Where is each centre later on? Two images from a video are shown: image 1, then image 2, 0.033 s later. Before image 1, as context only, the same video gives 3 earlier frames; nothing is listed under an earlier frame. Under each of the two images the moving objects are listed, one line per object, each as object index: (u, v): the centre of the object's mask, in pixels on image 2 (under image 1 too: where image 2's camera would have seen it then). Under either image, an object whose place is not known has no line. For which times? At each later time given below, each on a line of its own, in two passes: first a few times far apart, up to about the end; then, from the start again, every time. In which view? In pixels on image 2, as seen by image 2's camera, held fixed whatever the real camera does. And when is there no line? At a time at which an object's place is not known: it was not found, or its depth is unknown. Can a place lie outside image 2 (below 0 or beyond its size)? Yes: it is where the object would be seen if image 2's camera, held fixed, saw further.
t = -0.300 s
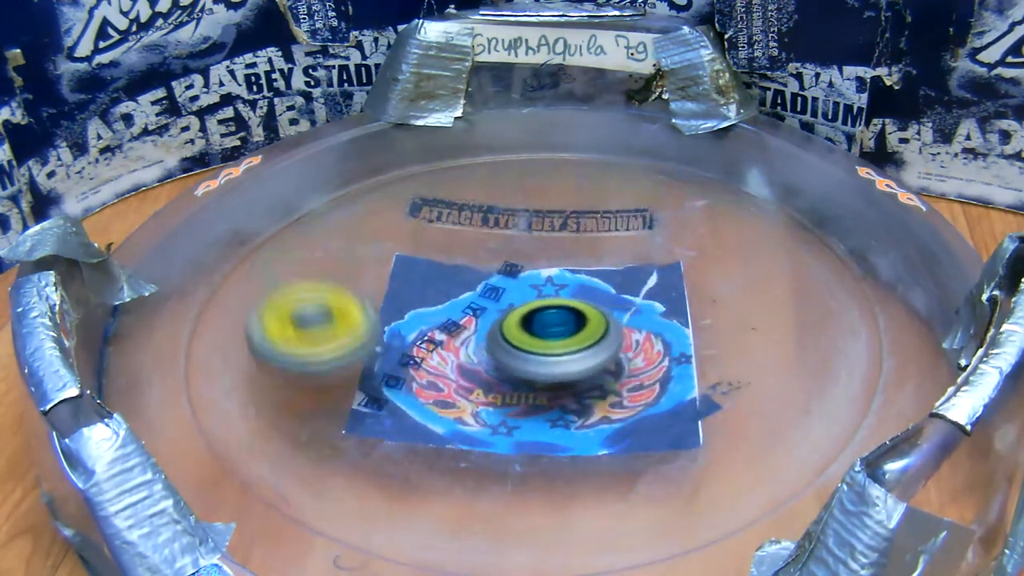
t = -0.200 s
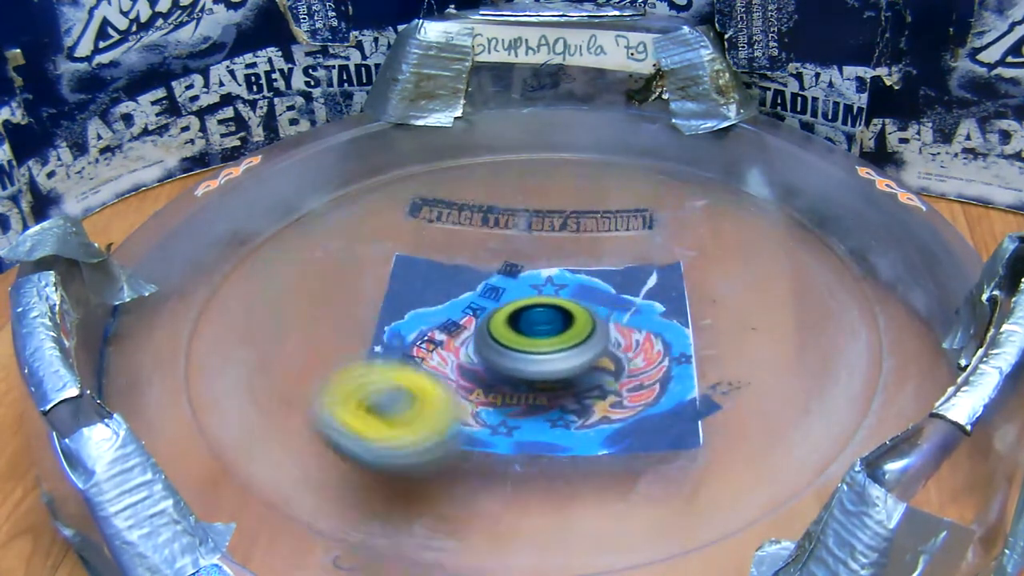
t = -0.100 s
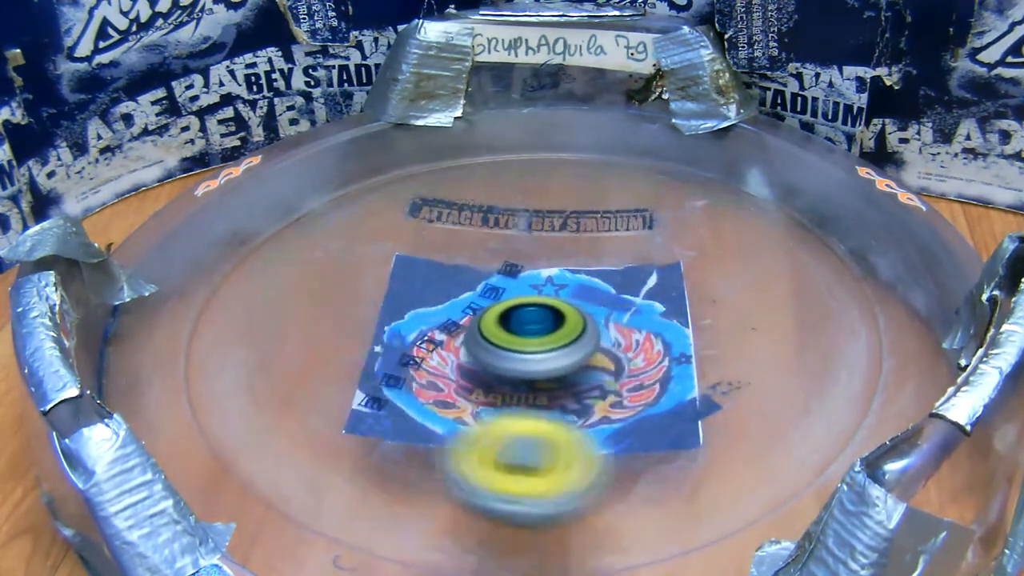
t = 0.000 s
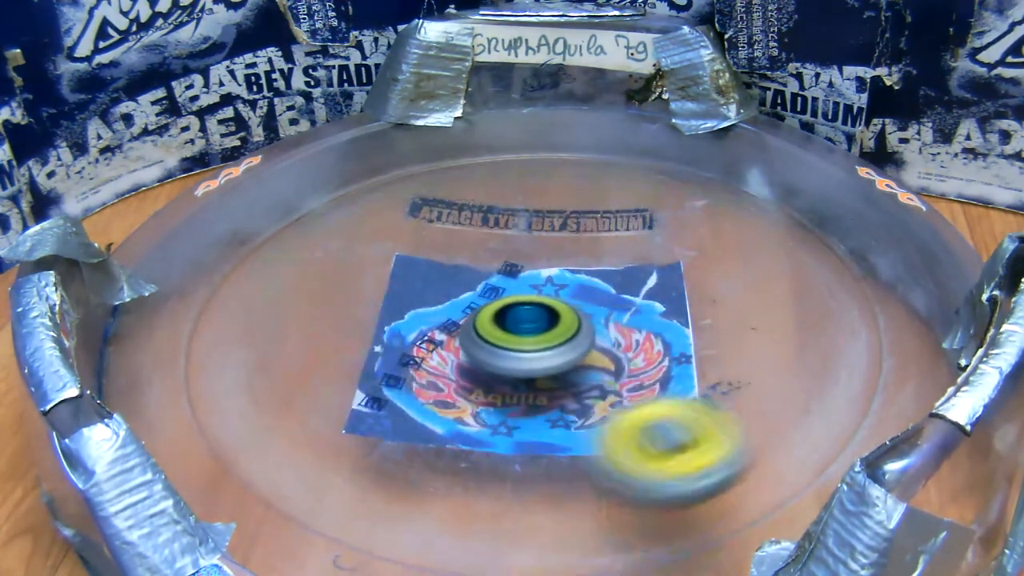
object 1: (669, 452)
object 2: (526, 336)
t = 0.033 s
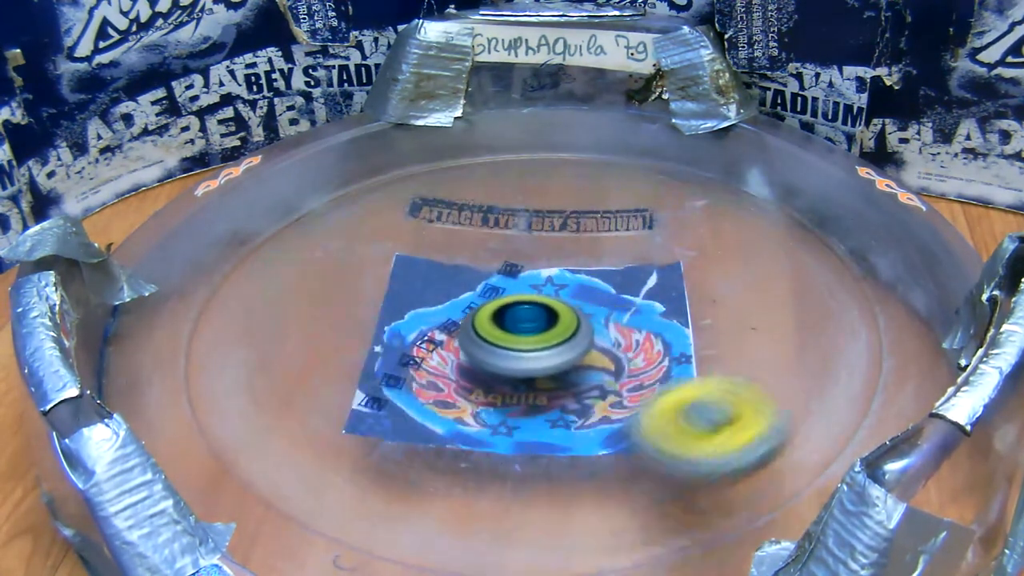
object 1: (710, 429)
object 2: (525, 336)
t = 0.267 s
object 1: (736, 236)
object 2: (515, 327)
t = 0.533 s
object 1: (413, 202)
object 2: (506, 316)
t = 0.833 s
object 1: (406, 411)
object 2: (501, 305)
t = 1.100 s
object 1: (751, 342)
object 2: (513, 300)
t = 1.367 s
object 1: (598, 177)
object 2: (530, 289)
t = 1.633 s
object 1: (322, 268)
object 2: (533, 288)
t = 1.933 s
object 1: (638, 415)
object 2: (562, 293)
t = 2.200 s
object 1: (731, 227)
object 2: (578, 295)
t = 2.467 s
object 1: (432, 212)
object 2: (584, 302)
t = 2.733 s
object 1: (441, 400)
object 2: (588, 315)
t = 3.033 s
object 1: (763, 313)
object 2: (586, 327)
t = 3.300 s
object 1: (552, 198)
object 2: (576, 332)
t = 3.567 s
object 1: (347, 321)
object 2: (559, 333)
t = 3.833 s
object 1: (635, 412)
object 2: (538, 331)
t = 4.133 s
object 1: (657, 219)
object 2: (524, 327)
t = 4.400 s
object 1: (380, 236)
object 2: (520, 319)
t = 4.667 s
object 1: (495, 399)
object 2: (515, 306)
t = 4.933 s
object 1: (731, 289)
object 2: (517, 306)
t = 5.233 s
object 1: (491, 202)
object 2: (535, 295)
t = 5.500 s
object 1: (419, 361)
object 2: (533, 294)
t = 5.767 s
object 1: (718, 356)
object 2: (562, 298)
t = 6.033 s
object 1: (620, 215)
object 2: (562, 295)
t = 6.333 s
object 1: (382, 312)
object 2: (569, 311)
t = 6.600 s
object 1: (624, 403)
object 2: (580, 317)
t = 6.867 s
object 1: (728, 244)
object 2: (543, 321)
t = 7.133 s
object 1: (517, 198)
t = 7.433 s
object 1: (438, 372)
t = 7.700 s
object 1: (685, 396)
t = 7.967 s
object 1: (620, 257)
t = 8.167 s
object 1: (433, 250)
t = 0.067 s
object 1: (740, 403)
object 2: (524, 335)
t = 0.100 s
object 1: (766, 371)
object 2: (523, 334)
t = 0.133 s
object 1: (779, 344)
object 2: (522, 334)
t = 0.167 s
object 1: (785, 310)
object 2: (521, 332)
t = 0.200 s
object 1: (776, 285)
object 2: (520, 331)
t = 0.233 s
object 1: (762, 259)
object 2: (518, 329)
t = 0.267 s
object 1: (736, 236)
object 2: (515, 327)
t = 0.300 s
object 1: (710, 218)
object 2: (514, 326)
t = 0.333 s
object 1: (671, 203)
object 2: (512, 325)
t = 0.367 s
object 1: (631, 191)
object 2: (511, 323)
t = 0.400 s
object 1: (583, 184)
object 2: (510, 322)
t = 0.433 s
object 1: (544, 181)
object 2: (508, 321)
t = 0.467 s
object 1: (500, 182)
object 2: (508, 319)
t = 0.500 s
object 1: (457, 190)
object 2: (507, 318)
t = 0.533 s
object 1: (413, 202)
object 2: (506, 316)
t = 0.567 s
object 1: (372, 218)
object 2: (505, 315)
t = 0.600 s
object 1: (342, 236)
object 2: (504, 313)
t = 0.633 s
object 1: (315, 258)
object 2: (503, 312)
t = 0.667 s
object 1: (302, 280)
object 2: (503, 310)
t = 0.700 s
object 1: (301, 306)
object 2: (503, 309)
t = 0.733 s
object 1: (312, 334)
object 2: (502, 307)
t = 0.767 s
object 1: (335, 362)
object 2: (501, 306)
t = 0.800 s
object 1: (364, 389)
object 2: (501, 305)
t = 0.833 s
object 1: (406, 411)
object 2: (501, 305)
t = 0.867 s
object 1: (452, 428)
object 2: (501, 304)
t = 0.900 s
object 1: (508, 439)
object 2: (502, 303)
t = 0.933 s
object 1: (563, 441)
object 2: (503, 303)
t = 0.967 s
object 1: (613, 435)
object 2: (505, 302)
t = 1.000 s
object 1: (664, 420)
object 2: (506, 302)
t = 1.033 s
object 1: (702, 398)
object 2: (508, 301)
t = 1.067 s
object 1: (732, 371)
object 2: (511, 300)
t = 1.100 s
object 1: (751, 342)
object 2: (513, 300)
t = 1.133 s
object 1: (758, 314)
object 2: (515, 299)
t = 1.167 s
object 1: (757, 284)
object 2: (517, 298)
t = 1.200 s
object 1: (747, 259)
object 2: (519, 297)
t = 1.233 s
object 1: (726, 235)
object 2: (521, 295)
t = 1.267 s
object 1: (701, 213)
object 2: (524, 294)
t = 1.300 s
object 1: (673, 197)
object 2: (527, 292)
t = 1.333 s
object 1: (634, 185)
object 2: (530, 291)
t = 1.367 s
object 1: (598, 177)
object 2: (530, 289)
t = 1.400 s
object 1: (555, 172)
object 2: (531, 288)
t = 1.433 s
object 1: (514, 172)
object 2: (531, 286)
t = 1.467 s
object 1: (473, 178)
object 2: (531, 286)
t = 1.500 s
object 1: (433, 187)
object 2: (532, 286)
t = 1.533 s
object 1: (393, 205)
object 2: (531, 286)
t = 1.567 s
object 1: (363, 223)
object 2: (531, 286)
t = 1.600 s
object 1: (338, 244)
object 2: (531, 287)
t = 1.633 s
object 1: (322, 268)
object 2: (533, 288)
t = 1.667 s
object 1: (321, 293)
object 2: (535, 289)
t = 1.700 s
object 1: (334, 323)
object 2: (538, 290)
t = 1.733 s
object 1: (355, 350)
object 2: (541, 291)
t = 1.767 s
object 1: (388, 378)
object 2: (545, 291)
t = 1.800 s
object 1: (431, 398)
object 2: (549, 292)
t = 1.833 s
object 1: (481, 414)
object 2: (553, 292)
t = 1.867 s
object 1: (533, 422)
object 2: (556, 293)
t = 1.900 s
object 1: (588, 424)
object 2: (559, 293)
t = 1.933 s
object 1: (638, 415)
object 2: (562, 293)
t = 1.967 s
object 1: (684, 400)
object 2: (565, 293)
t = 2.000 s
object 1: (721, 379)
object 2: (567, 293)
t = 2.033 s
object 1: (747, 352)
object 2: (569, 293)
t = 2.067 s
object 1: (762, 325)
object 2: (571, 293)
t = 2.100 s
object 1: (769, 295)
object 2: (573, 293)
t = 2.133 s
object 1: (764, 272)
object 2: (575, 294)
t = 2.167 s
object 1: (751, 248)
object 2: (577, 295)
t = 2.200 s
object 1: (731, 227)
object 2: (578, 295)
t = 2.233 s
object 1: (704, 209)
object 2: (580, 296)
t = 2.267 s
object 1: (670, 195)
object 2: (581, 296)
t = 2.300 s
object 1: (633, 186)
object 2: (582, 296)
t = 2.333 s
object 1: (591, 182)
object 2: (582, 297)
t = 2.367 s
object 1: (550, 181)
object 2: (582, 298)
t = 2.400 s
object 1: (511, 186)
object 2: (583, 299)
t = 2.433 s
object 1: (473, 195)
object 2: (583, 301)
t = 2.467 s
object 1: (432, 212)
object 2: (584, 302)
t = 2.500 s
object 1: (402, 228)
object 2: (585, 304)
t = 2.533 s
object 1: (375, 250)
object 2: (586, 306)
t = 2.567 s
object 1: (357, 274)
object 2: (586, 307)
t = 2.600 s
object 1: (351, 298)
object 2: (587, 309)
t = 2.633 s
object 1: (358, 326)
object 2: (587, 310)
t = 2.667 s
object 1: (375, 353)
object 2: (587, 312)
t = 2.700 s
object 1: (405, 381)
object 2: (587, 313)
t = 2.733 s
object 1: (441, 400)
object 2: (588, 315)
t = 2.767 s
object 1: (488, 417)
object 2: (588, 317)
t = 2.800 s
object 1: (534, 427)
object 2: (588, 318)
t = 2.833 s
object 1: (586, 430)
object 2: (588, 320)
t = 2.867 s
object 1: (633, 424)
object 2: (588, 321)
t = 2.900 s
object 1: (678, 411)
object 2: (588, 322)
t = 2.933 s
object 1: (714, 391)
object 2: (588, 324)
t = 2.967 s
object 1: (740, 365)
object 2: (587, 325)
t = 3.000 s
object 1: (757, 340)
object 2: (587, 326)
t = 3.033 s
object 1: (763, 313)
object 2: (586, 327)
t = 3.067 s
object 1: (760, 290)
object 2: (585, 328)
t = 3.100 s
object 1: (746, 264)
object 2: (584, 329)
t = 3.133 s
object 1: (726, 245)
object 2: (583, 330)
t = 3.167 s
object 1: (698, 228)
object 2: (582, 331)
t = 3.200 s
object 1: (668, 215)
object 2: (580, 331)
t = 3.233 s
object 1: (632, 206)
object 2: (579, 332)
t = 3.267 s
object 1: (592, 200)
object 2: (577, 332)
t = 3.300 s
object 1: (552, 198)
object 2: (576, 332)
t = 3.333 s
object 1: (511, 201)
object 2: (574, 333)
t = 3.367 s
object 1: (472, 208)
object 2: (571, 333)
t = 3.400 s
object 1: (432, 221)
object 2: (569, 334)
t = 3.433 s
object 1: (399, 235)
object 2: (568, 334)
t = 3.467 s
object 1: (373, 253)
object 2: (566, 334)
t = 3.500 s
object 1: (351, 275)
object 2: (564, 334)
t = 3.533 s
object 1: (343, 296)
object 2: (561, 333)
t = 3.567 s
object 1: (347, 321)
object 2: (559, 333)
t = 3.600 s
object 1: (357, 346)
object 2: (556, 333)
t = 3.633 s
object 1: (380, 372)
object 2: (554, 333)
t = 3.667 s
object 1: (413, 393)
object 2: (551, 332)
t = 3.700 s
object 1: (456, 410)
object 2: (548, 332)
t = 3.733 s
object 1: (501, 421)
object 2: (546, 331)
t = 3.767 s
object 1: (550, 426)
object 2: (543, 331)
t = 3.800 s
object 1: (593, 423)
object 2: (541, 331)
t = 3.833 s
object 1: (635, 412)
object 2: (538, 331)
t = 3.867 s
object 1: (677, 397)
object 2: (536, 330)
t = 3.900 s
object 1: (707, 372)
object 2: (534, 330)
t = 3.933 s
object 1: (726, 349)
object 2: (533, 329)
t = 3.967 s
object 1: (734, 322)
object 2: (531, 329)
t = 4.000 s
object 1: (734, 298)
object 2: (529, 329)
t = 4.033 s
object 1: (724, 272)
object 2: (527, 328)
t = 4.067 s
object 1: (710, 253)
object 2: (526, 328)
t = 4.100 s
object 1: (684, 233)
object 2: (525, 328)
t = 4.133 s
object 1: (657, 219)
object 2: (524, 327)
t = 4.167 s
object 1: (623, 206)
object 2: (523, 327)
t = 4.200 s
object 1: (589, 198)
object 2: (522, 326)
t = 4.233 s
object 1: (551, 194)
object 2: (522, 325)
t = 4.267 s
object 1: (515, 195)
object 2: (521, 324)
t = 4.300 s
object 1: (476, 199)
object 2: (521, 323)
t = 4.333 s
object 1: (441, 208)
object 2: (521, 322)
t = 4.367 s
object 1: (409, 220)
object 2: (520, 321)
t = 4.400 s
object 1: (380, 236)
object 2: (520, 319)
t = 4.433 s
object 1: (357, 256)
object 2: (520, 317)
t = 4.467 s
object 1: (346, 277)
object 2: (520, 316)
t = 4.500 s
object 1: (347, 301)
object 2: (520, 314)
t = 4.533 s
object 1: (358, 325)
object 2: (519, 312)
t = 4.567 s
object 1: (381, 350)
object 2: (519, 311)
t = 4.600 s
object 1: (414, 372)
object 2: (517, 309)
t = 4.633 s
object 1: (451, 388)
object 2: (517, 307)
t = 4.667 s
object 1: (495, 399)
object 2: (515, 306)
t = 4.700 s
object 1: (539, 405)
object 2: (513, 307)
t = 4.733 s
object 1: (586, 405)
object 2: (512, 306)
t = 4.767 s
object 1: (631, 397)
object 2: (512, 306)
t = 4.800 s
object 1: (670, 383)
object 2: (512, 306)
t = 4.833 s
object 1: (699, 363)
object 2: (512, 307)
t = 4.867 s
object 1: (719, 340)
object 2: (513, 306)
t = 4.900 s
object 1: (729, 313)
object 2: (515, 307)
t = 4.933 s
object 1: (731, 289)
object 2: (517, 306)
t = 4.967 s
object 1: (726, 266)
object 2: (519, 306)
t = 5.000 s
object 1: (711, 246)
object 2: (522, 305)
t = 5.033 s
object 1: (687, 227)
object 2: (524, 304)
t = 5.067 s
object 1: (663, 214)
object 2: (526, 303)
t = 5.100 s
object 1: (631, 203)
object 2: (529, 302)
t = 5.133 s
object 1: (599, 197)
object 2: (530, 301)
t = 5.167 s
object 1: (560, 195)
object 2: (532, 299)
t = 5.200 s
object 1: (529, 196)
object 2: (534, 297)
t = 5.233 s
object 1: (491, 202)
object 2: (535, 295)
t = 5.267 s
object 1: (459, 213)
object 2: (536, 294)
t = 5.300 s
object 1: (428, 230)
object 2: (536, 293)
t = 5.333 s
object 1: (404, 247)
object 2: (535, 292)
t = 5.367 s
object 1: (386, 268)
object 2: (534, 291)
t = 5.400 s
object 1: (378, 291)
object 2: (534, 291)
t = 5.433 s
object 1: (383, 317)
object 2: (533, 292)
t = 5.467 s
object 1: (396, 339)
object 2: (532, 292)
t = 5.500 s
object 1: (419, 361)
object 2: (533, 294)
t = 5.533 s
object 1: (452, 380)
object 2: (535, 295)
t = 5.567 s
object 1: (492, 395)
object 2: (537, 297)
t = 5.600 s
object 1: (532, 404)
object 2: (541, 299)
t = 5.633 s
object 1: (576, 407)
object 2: (544, 300)
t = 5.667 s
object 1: (623, 403)
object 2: (548, 301)
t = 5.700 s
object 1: (660, 395)
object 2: (553, 301)
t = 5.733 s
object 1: (696, 377)
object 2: (558, 300)
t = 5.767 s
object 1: (718, 356)
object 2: (562, 298)
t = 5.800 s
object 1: (734, 332)
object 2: (565, 297)
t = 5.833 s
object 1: (741, 308)
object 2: (567, 296)
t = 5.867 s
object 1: (738, 286)
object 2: (567, 295)
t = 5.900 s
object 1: (726, 264)
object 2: (567, 294)
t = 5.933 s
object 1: (707, 248)
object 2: (566, 294)
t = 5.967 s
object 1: (681, 233)
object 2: (565, 294)
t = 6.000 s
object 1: (653, 223)
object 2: (564, 294)
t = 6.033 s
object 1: (620, 215)
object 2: (562, 295)
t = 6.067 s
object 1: (582, 211)
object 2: (561, 297)
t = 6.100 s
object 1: (547, 212)
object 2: (559, 299)
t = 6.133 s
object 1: (510, 216)
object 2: (560, 300)
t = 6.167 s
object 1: (470, 226)
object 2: (561, 302)
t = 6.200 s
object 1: (445, 237)
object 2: (563, 304)
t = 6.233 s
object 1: (417, 253)
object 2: (564, 306)
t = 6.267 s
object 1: (397, 270)
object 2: (566, 308)
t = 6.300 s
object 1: (384, 291)
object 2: (568, 309)
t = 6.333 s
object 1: (382, 312)
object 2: (569, 311)
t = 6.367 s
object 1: (389, 335)
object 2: (571, 312)
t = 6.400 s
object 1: (403, 357)
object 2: (573, 313)
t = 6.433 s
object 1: (428, 377)
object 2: (574, 314)
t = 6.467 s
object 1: (461, 392)
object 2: (576, 315)
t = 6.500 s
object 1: (503, 405)
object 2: (577, 315)
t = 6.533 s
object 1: (542, 409)
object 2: (578, 316)
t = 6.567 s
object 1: (581, 410)
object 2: (579, 316)
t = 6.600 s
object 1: (624, 403)
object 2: (580, 317)
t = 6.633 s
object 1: (653, 392)
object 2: (580, 318)
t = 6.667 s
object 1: (680, 374)
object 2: (580, 319)
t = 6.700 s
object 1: (700, 353)
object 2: (580, 319)
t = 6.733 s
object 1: (712, 331)
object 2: (581, 320)
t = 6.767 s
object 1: (712, 308)
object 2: (580, 321)
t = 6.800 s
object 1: (726, 285)
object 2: (566, 320)
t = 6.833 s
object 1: (733, 263)
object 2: (553, 320)
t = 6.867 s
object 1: (728, 244)
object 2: (543, 321)
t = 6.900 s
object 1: (711, 225)
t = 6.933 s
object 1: (696, 212)
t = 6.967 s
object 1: (670, 199)
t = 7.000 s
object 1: (645, 190)
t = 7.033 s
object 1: (612, 185)
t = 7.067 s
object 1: (580, 185)
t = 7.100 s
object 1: (547, 190)
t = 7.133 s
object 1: (517, 198)
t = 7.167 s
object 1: (488, 210)
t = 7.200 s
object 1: (459, 229)
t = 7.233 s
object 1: (440, 251)
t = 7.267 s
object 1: (425, 269)
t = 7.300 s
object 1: (418, 292)
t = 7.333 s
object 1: (422, 314)
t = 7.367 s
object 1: (419, 334)
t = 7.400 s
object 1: (423, 352)
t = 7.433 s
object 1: (438, 372)
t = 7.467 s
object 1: (459, 389)
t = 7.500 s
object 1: (487, 403)
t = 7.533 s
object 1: (519, 416)
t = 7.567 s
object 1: (553, 424)
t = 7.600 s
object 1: (589, 426)
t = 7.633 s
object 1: (625, 422)
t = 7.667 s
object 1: (660, 409)
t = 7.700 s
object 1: (685, 396)
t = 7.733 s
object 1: (701, 376)
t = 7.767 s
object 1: (712, 356)
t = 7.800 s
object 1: (712, 334)
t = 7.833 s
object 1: (704, 315)
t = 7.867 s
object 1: (691, 297)
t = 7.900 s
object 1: (673, 282)
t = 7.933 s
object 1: (650, 269)
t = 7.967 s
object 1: (620, 257)
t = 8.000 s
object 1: (594, 250)
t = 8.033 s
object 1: (558, 243)
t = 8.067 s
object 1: (527, 240)
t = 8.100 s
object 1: (496, 240)
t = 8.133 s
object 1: (463, 243)
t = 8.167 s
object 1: (433, 250)
